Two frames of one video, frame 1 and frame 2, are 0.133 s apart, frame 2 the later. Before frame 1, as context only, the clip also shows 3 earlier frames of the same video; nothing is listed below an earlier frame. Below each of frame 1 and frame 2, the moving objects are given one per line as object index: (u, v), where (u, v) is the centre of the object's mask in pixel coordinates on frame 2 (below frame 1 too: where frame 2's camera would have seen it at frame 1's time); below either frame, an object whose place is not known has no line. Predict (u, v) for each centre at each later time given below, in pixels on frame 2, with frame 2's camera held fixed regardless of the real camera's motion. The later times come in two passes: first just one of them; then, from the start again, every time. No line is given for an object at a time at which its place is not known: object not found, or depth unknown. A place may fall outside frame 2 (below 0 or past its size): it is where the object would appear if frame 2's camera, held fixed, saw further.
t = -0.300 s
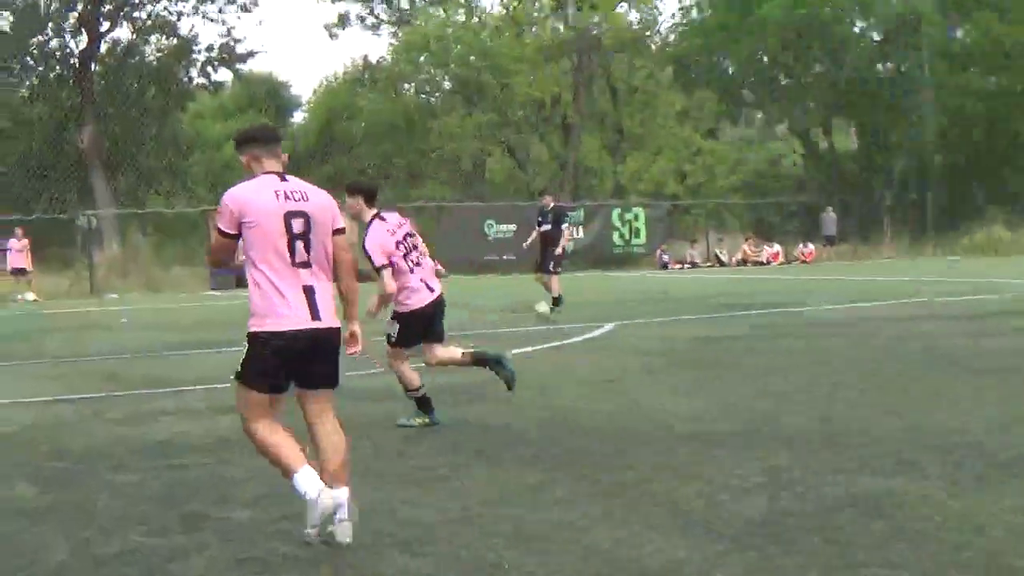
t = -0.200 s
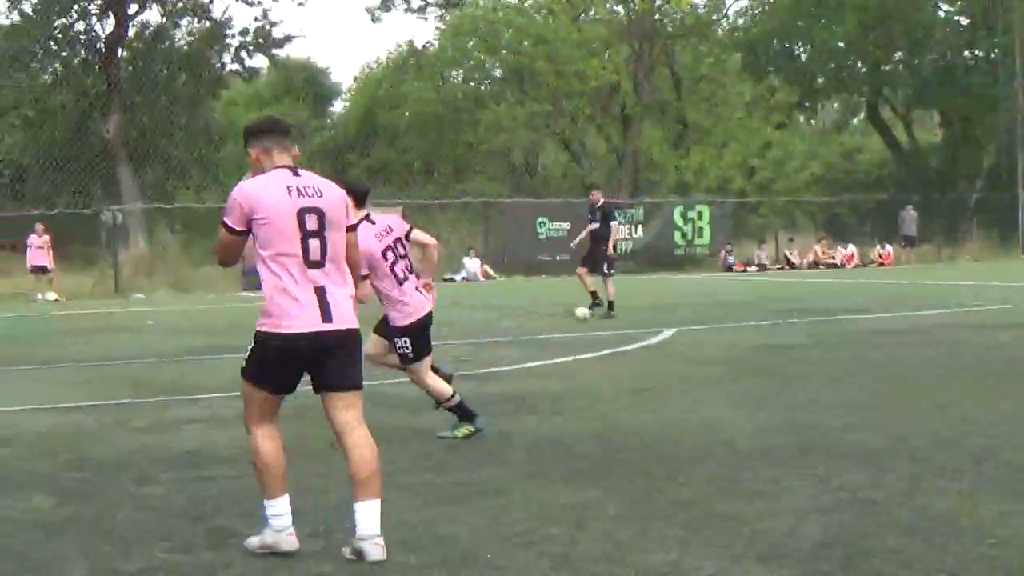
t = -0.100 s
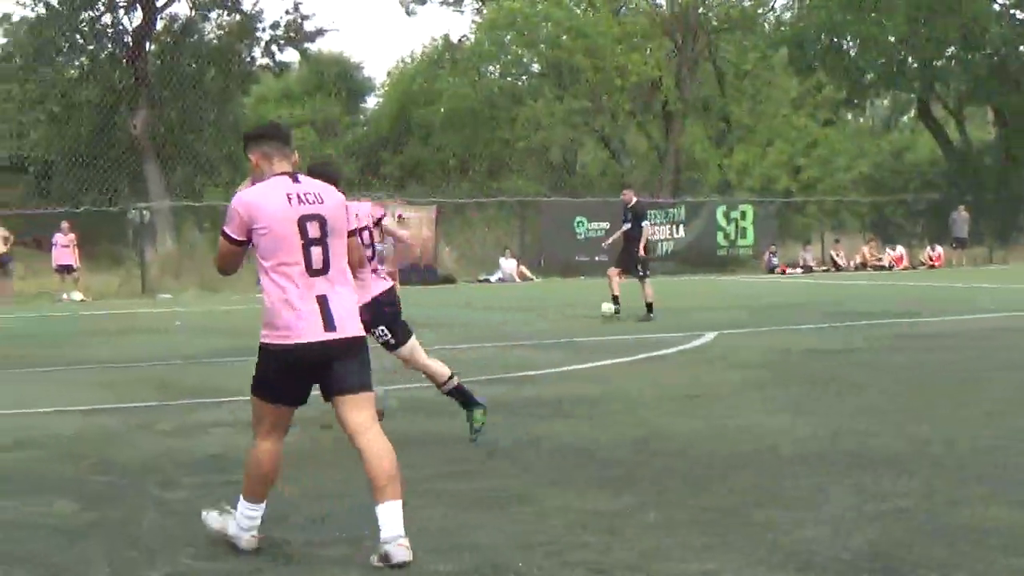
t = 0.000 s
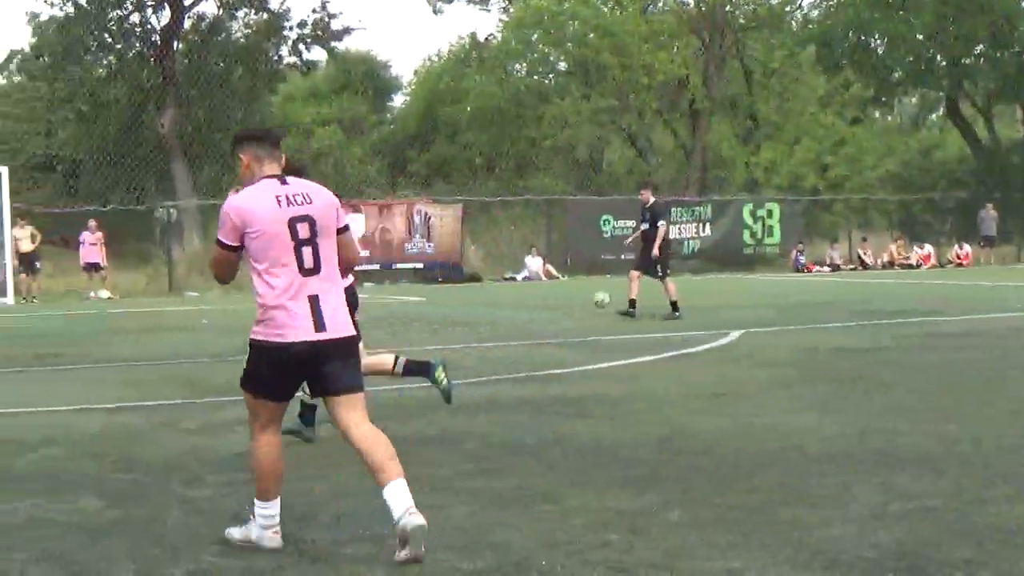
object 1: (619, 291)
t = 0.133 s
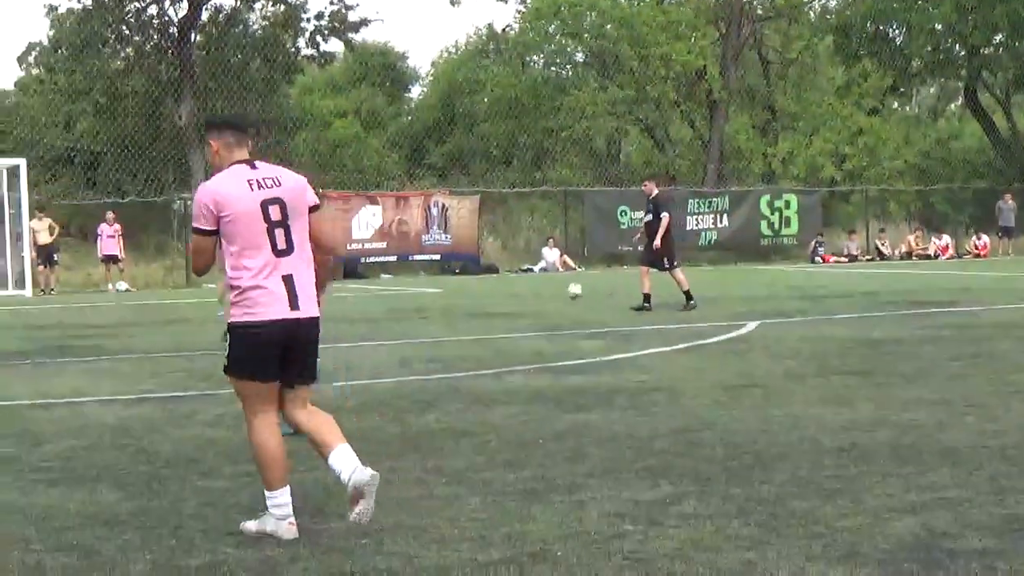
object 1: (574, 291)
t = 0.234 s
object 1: (544, 297)
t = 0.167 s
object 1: (564, 292)
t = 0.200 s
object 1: (555, 293)
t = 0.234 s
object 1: (544, 297)
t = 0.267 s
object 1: (534, 301)
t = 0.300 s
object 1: (525, 305)
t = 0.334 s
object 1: (519, 304)
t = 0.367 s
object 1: (511, 303)
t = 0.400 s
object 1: (505, 304)
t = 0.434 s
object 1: (496, 306)
